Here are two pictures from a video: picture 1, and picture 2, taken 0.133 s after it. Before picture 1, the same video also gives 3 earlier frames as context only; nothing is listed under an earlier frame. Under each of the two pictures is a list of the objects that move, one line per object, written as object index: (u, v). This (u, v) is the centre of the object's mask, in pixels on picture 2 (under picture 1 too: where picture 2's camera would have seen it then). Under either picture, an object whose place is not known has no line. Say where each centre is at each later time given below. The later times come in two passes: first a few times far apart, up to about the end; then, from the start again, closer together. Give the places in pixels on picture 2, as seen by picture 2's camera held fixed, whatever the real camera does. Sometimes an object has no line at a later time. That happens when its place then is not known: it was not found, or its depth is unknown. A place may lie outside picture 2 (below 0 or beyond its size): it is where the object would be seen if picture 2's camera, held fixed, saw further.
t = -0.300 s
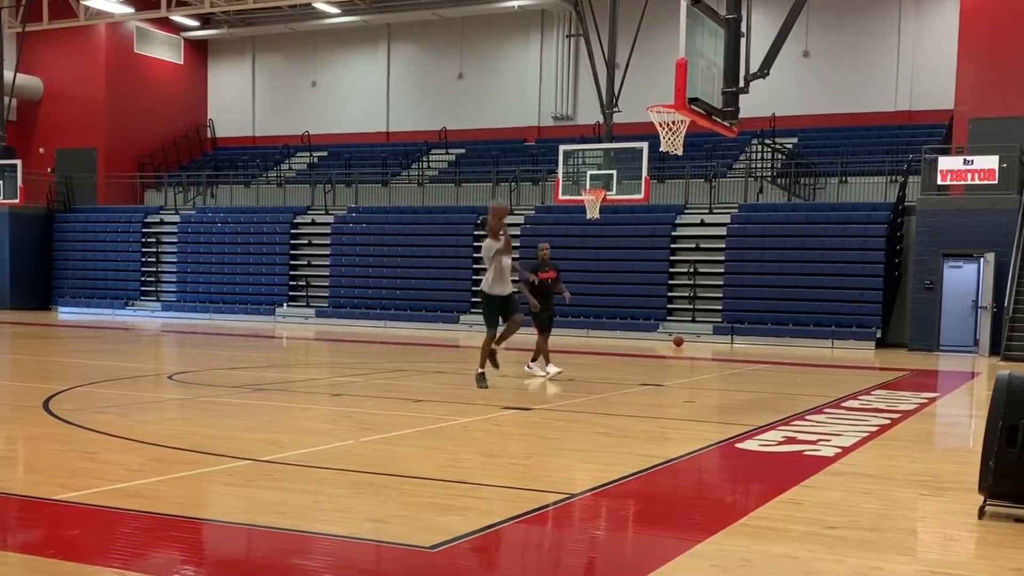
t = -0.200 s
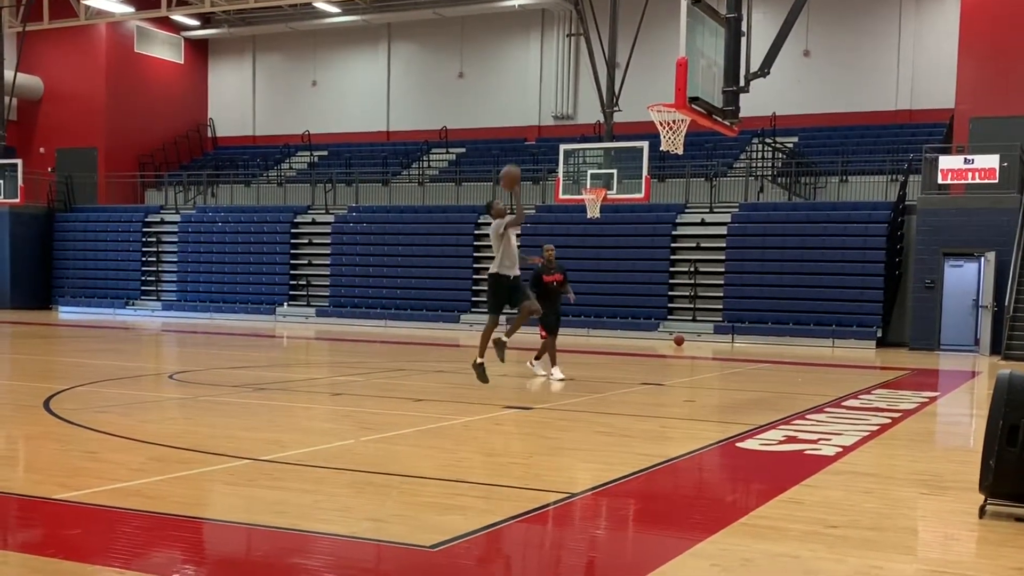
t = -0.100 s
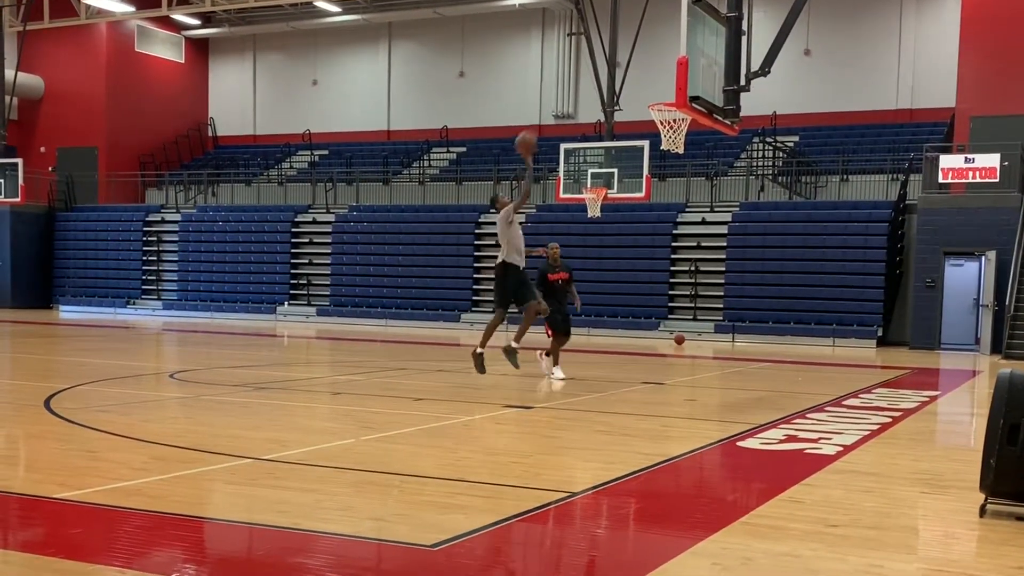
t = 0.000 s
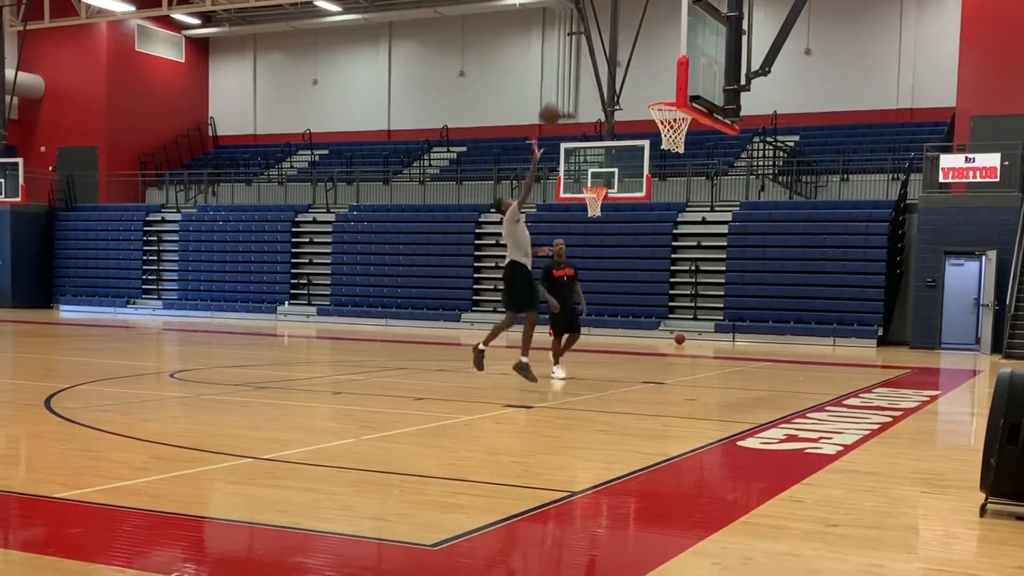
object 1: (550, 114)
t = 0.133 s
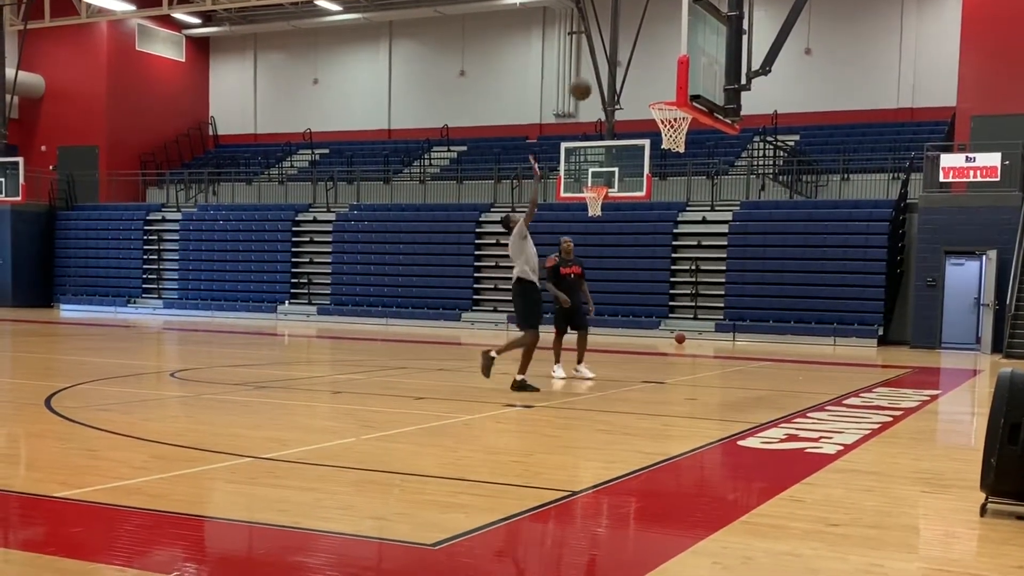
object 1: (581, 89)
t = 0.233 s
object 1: (604, 81)
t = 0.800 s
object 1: (680, 121)
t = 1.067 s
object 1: (672, 192)
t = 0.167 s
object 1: (588, 85)
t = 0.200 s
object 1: (596, 83)
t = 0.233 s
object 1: (604, 81)
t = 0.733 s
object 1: (676, 114)
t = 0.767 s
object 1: (679, 117)
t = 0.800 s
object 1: (680, 121)
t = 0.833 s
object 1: (683, 123)
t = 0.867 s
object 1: (680, 143)
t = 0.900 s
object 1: (678, 151)
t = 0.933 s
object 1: (677, 153)
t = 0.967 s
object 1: (677, 158)
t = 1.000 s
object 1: (674, 168)
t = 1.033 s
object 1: (673, 178)
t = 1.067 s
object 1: (672, 192)
